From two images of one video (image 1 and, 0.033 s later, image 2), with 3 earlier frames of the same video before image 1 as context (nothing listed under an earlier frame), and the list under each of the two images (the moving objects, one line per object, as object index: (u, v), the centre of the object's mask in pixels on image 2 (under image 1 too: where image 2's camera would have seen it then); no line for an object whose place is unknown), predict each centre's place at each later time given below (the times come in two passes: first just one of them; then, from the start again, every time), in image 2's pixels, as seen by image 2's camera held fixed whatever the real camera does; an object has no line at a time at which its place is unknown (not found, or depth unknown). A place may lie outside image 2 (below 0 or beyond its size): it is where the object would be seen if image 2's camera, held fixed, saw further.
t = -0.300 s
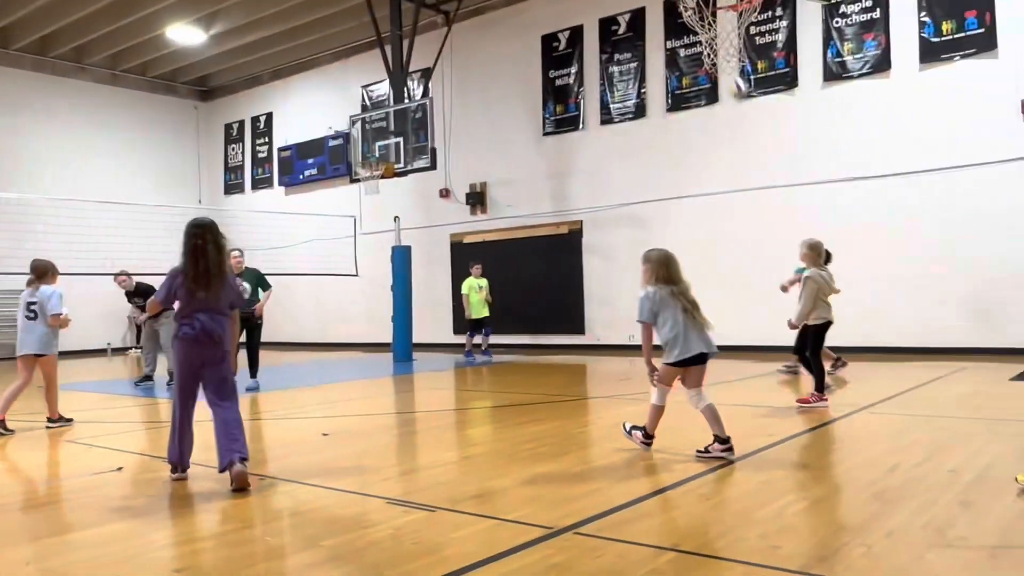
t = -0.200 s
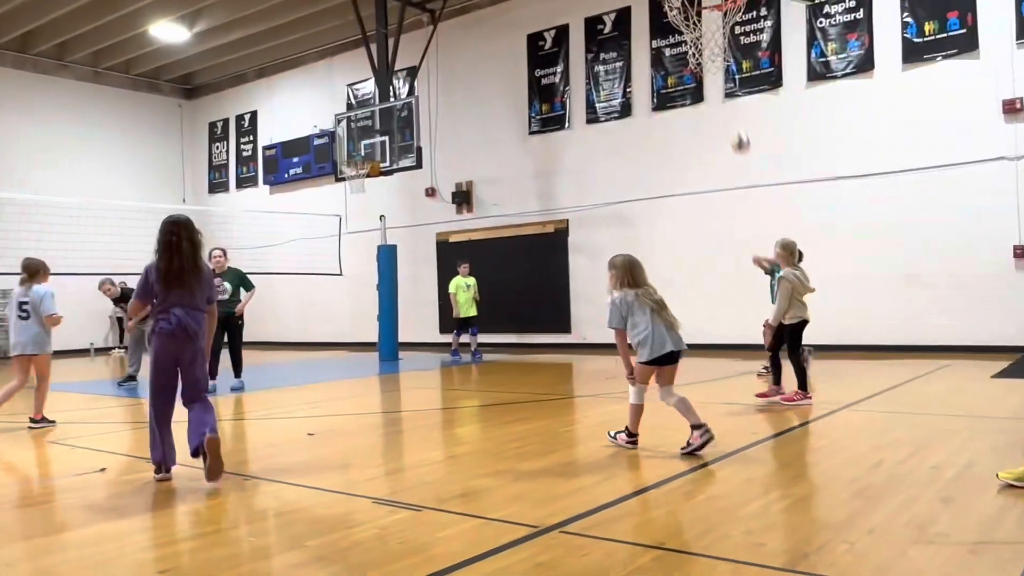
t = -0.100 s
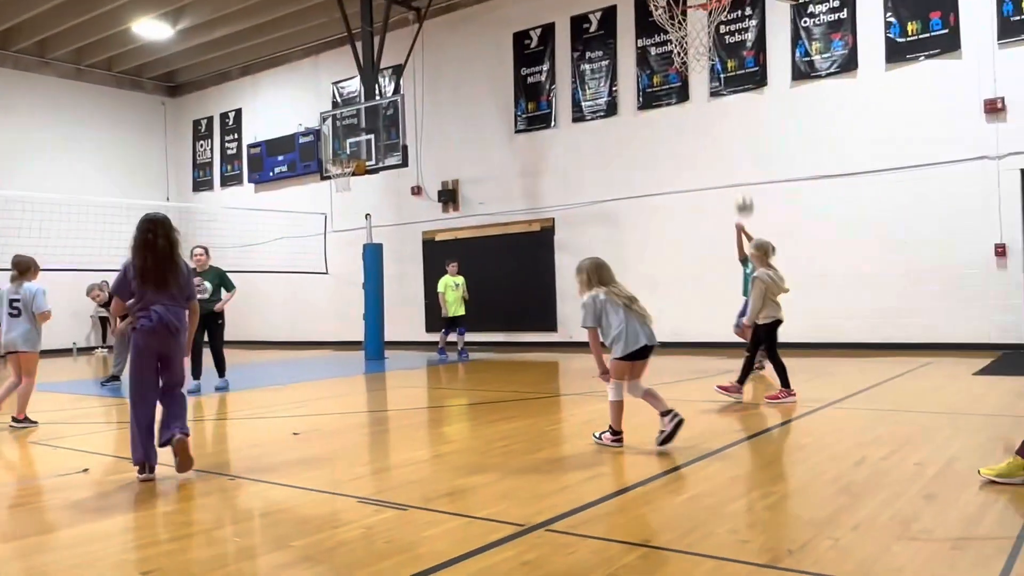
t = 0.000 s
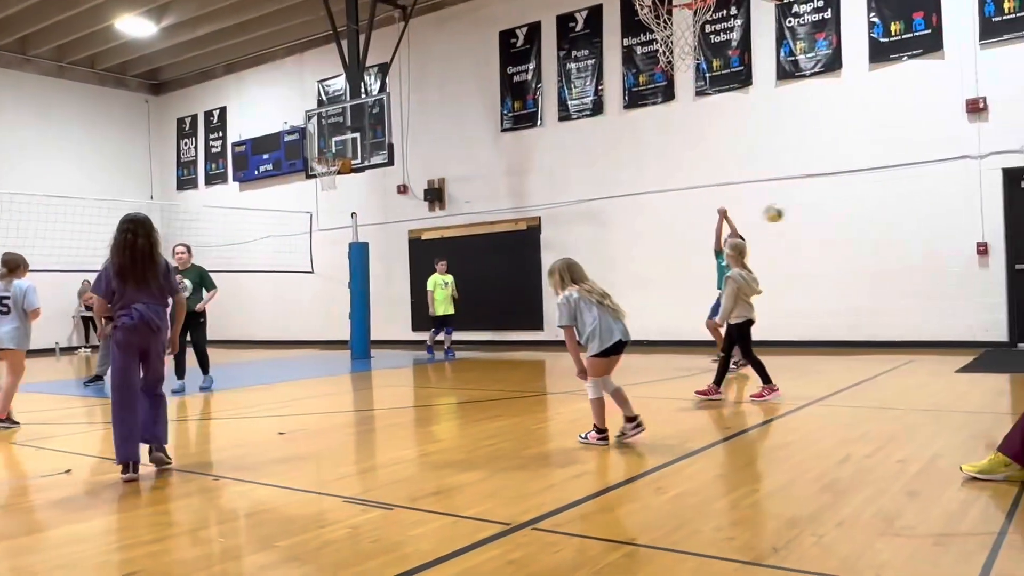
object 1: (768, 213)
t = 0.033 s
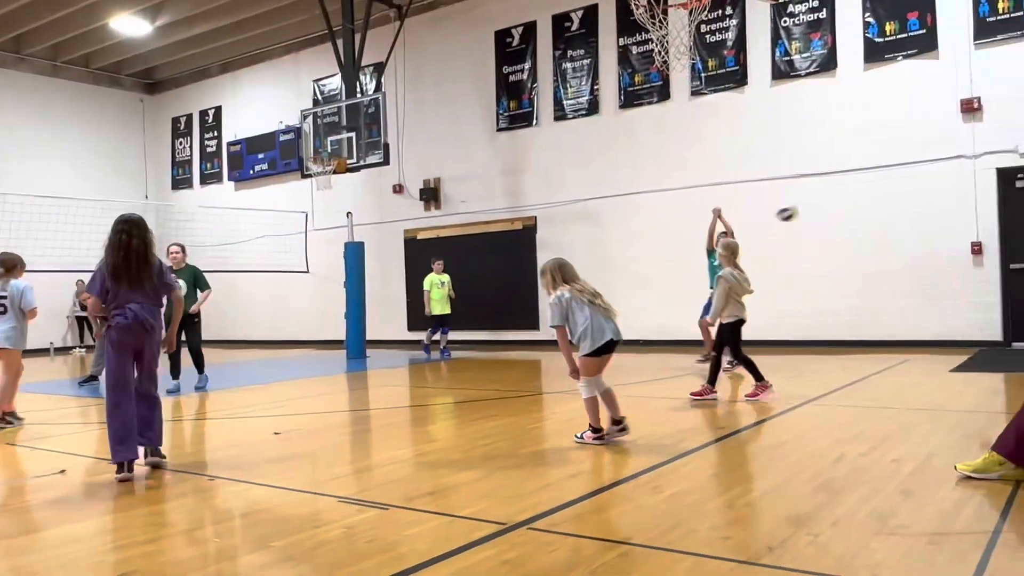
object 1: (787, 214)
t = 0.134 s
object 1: (838, 219)
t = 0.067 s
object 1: (803, 215)
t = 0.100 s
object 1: (819, 217)
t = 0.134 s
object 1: (838, 219)
